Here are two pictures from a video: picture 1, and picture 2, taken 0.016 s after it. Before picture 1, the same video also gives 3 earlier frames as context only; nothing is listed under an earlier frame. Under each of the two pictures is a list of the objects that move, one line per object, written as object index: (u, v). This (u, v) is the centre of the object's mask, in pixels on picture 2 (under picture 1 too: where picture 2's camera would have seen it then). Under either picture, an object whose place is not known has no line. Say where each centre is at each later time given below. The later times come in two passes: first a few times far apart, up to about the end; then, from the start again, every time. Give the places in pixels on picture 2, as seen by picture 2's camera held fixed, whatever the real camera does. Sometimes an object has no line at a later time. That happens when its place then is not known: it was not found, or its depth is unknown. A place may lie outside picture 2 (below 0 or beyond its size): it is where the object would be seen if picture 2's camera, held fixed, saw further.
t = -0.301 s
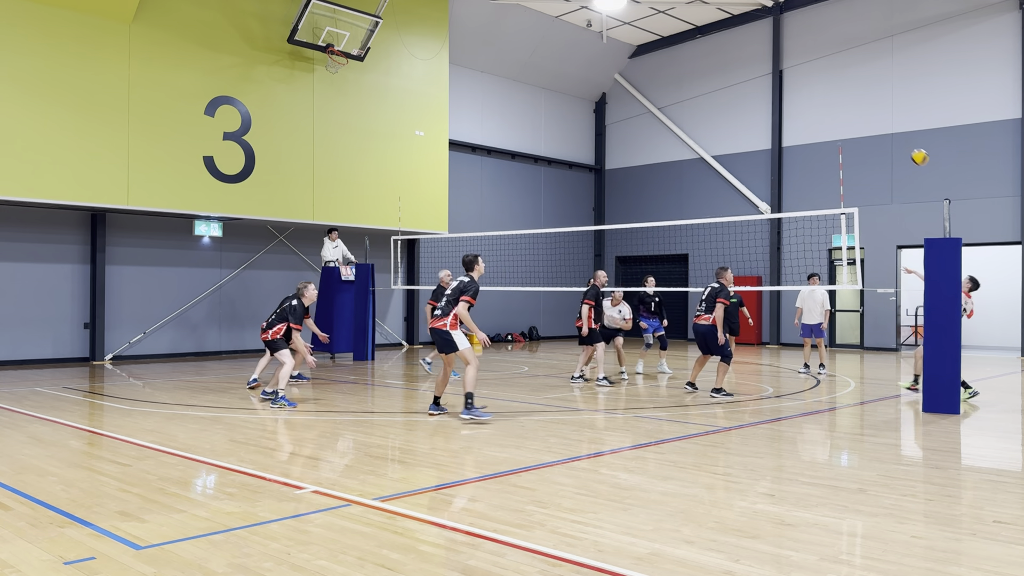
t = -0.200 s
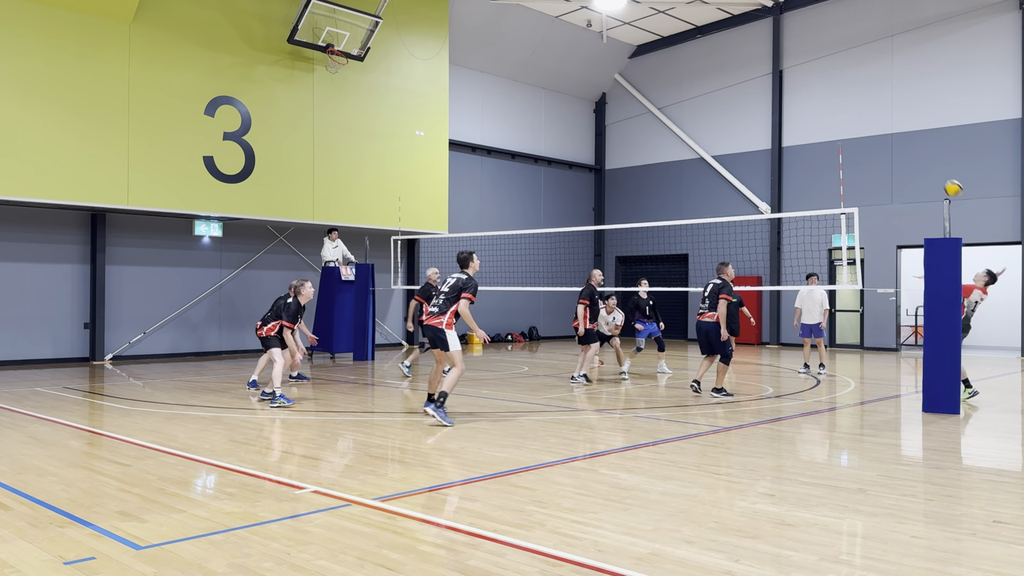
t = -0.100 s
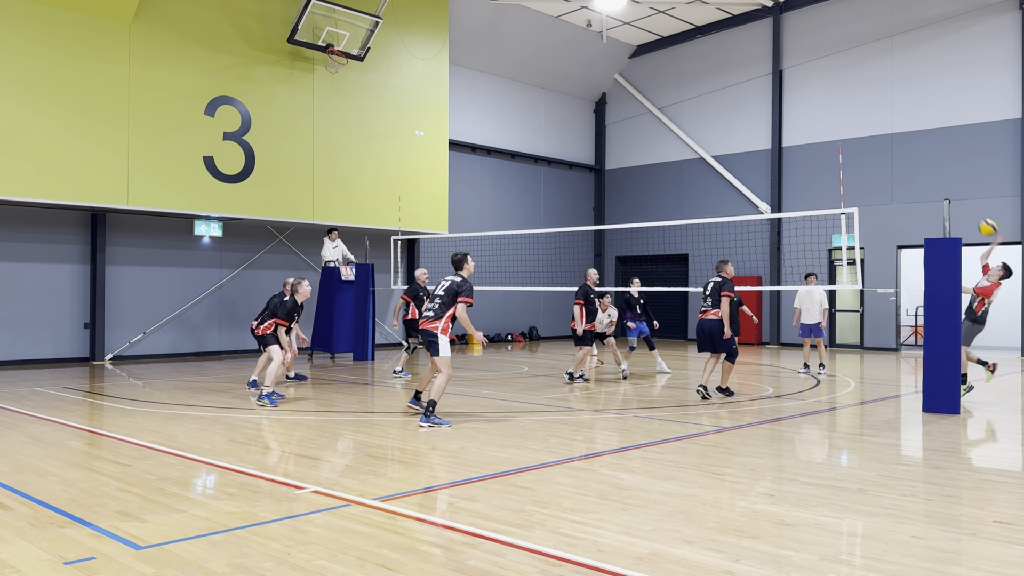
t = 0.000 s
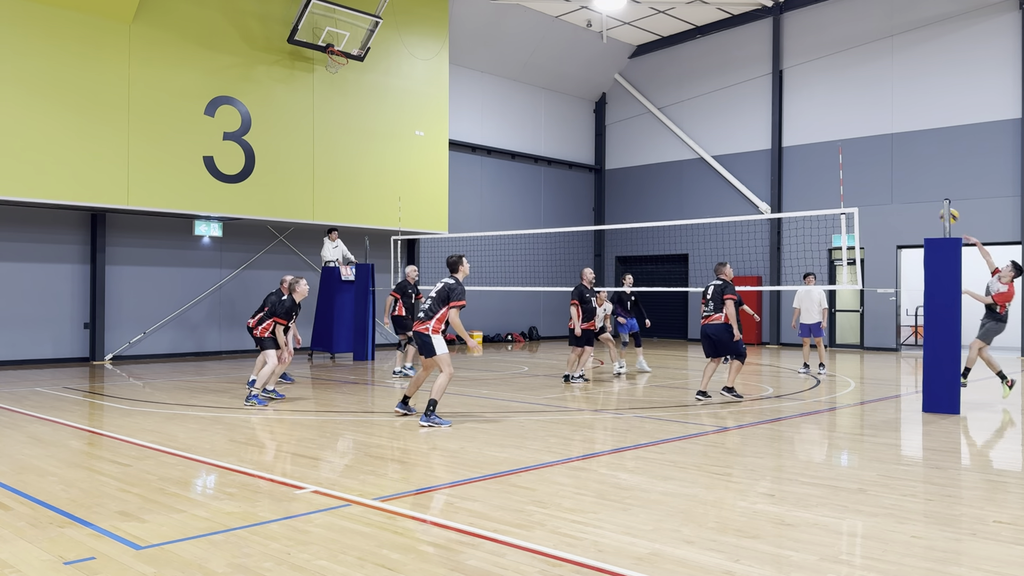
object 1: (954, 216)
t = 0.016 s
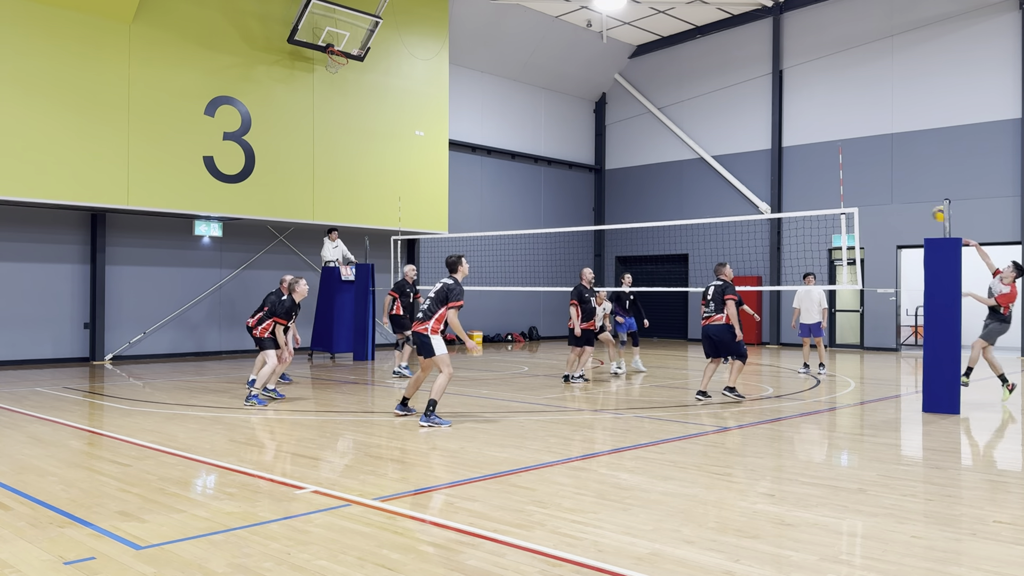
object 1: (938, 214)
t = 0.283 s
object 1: (835, 210)
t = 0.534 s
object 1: (750, 251)
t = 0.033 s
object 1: (934, 212)
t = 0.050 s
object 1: (927, 210)
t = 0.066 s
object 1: (921, 209)
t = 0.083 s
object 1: (914, 208)
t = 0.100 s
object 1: (907, 207)
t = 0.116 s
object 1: (900, 206)
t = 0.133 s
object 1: (894, 206)
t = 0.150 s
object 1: (887, 205)
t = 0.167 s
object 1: (880, 205)
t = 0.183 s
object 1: (874, 205)
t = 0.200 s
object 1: (867, 206)
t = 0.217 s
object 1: (862, 206)
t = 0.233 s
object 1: (856, 205)
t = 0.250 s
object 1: (849, 207)
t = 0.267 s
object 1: (842, 205)
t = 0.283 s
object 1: (835, 210)
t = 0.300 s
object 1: (830, 213)
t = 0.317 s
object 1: (824, 214)
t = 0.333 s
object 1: (818, 218)
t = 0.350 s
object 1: (811, 220)
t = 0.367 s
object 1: (806, 221)
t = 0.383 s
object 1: (800, 223)
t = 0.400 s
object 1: (794, 224)
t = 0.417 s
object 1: (789, 227)
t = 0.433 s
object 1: (782, 230)
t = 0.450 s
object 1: (777, 233)
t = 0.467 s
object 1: (772, 236)
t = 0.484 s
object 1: (766, 240)
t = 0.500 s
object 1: (761, 243)
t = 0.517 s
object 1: (756, 247)
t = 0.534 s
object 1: (750, 251)
